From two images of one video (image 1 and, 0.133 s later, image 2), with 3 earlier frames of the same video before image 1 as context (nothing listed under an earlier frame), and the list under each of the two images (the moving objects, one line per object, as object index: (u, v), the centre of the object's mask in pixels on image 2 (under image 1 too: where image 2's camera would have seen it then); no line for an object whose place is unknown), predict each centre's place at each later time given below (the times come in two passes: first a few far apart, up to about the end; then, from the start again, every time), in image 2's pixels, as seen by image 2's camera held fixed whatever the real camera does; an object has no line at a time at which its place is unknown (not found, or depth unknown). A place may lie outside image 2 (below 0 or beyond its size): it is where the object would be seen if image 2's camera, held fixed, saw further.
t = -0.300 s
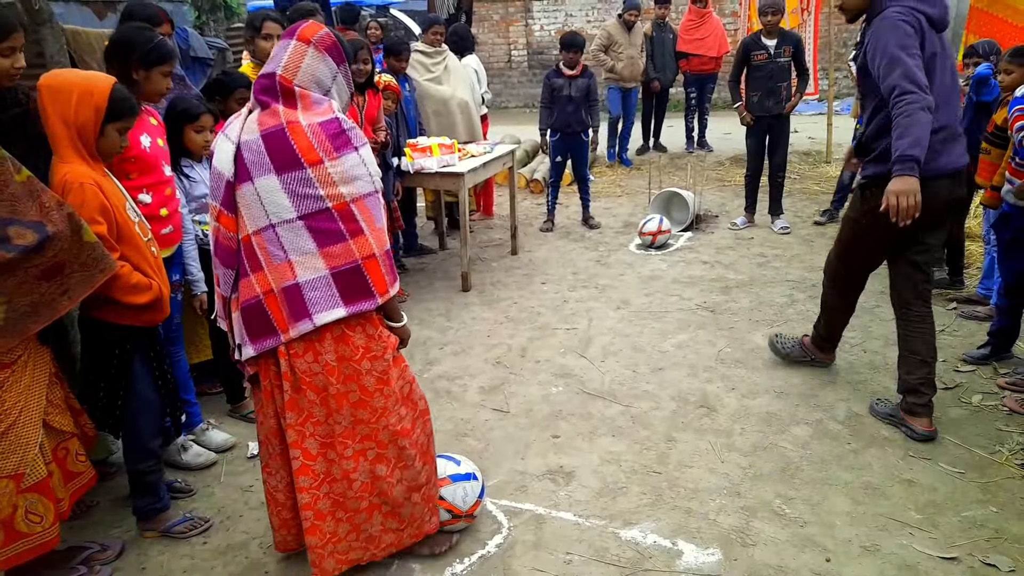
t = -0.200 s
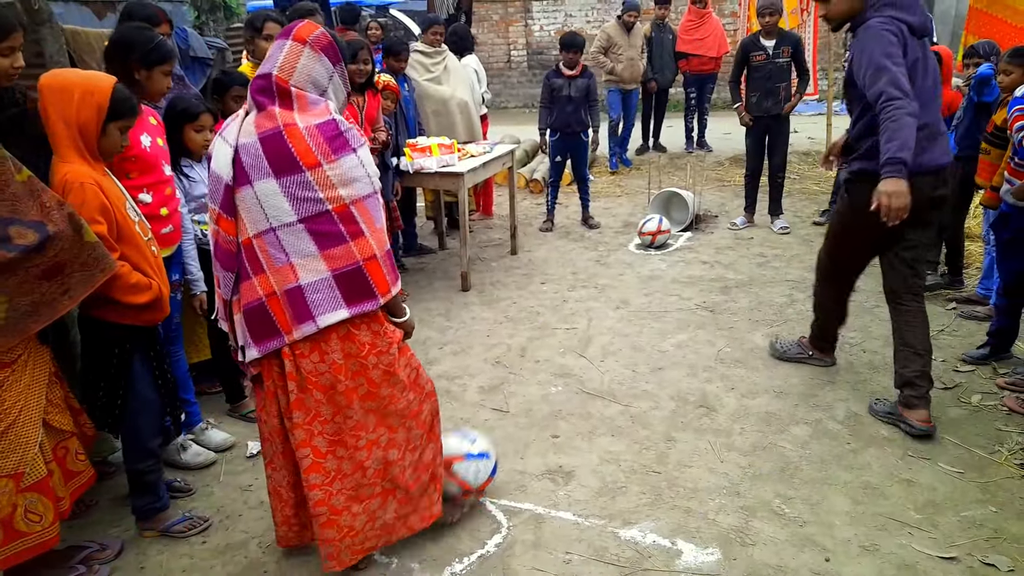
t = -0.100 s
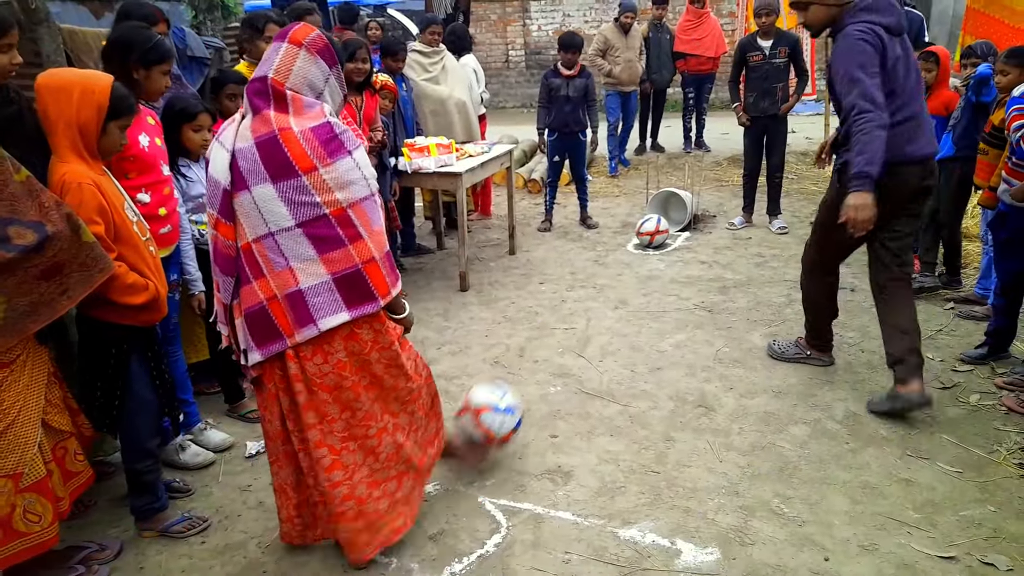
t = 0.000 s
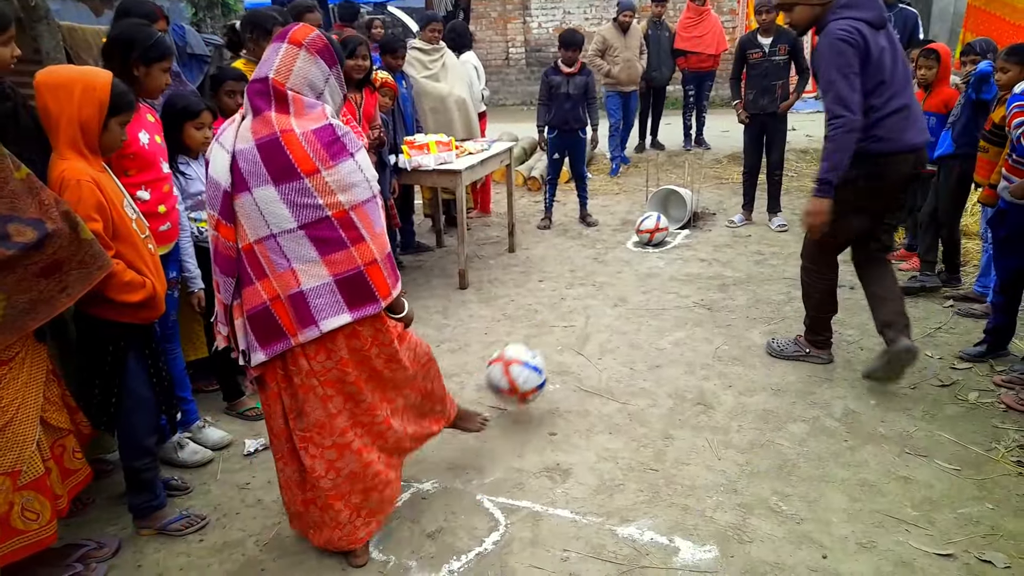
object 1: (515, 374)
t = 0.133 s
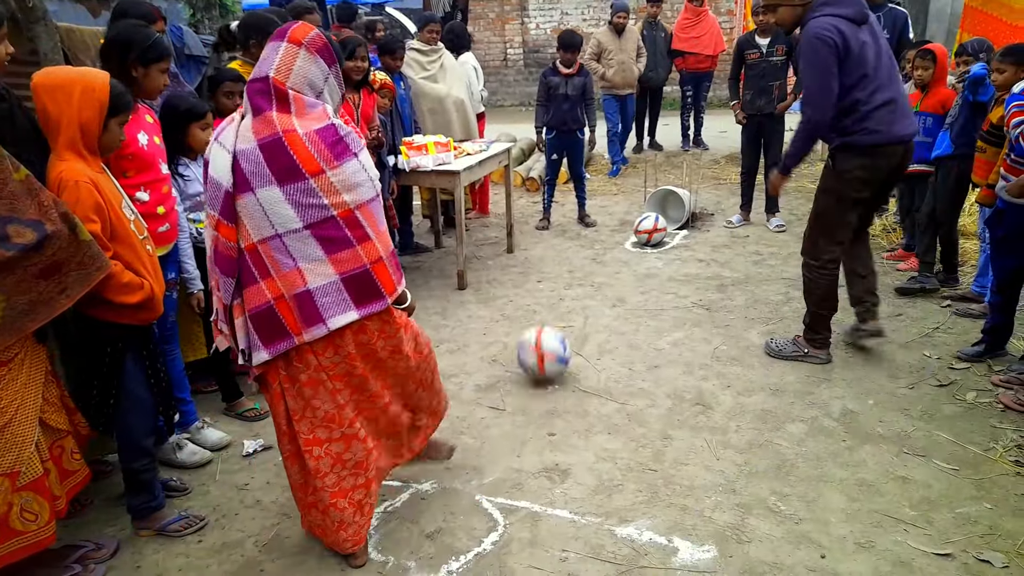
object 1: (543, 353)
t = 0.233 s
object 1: (554, 337)
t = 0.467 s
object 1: (575, 304)
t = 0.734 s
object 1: (591, 276)
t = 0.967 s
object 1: (600, 254)
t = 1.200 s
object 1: (602, 234)
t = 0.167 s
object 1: (547, 346)
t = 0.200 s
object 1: (550, 340)
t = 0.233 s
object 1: (554, 337)
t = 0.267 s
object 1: (558, 335)
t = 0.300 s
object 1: (561, 329)
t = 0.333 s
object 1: (564, 324)
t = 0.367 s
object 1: (567, 318)
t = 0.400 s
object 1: (569, 313)
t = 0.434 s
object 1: (572, 308)
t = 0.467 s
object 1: (575, 304)
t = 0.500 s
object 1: (577, 300)
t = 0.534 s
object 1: (579, 295)
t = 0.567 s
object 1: (581, 291)
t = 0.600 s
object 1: (583, 289)
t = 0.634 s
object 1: (585, 284)
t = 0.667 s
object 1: (587, 281)
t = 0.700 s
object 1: (589, 278)
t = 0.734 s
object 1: (591, 276)
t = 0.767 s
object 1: (592, 273)
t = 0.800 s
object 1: (594, 271)
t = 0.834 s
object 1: (596, 266)
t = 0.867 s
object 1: (597, 263)
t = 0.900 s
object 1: (598, 261)
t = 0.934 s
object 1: (599, 258)
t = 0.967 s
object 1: (600, 254)
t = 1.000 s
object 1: (601, 251)
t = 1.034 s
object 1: (601, 248)
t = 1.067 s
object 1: (602, 245)
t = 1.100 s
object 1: (602, 241)
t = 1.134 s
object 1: (602, 238)
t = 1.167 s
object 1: (602, 236)
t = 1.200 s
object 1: (602, 234)
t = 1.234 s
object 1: (602, 232)
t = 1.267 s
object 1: (602, 229)
